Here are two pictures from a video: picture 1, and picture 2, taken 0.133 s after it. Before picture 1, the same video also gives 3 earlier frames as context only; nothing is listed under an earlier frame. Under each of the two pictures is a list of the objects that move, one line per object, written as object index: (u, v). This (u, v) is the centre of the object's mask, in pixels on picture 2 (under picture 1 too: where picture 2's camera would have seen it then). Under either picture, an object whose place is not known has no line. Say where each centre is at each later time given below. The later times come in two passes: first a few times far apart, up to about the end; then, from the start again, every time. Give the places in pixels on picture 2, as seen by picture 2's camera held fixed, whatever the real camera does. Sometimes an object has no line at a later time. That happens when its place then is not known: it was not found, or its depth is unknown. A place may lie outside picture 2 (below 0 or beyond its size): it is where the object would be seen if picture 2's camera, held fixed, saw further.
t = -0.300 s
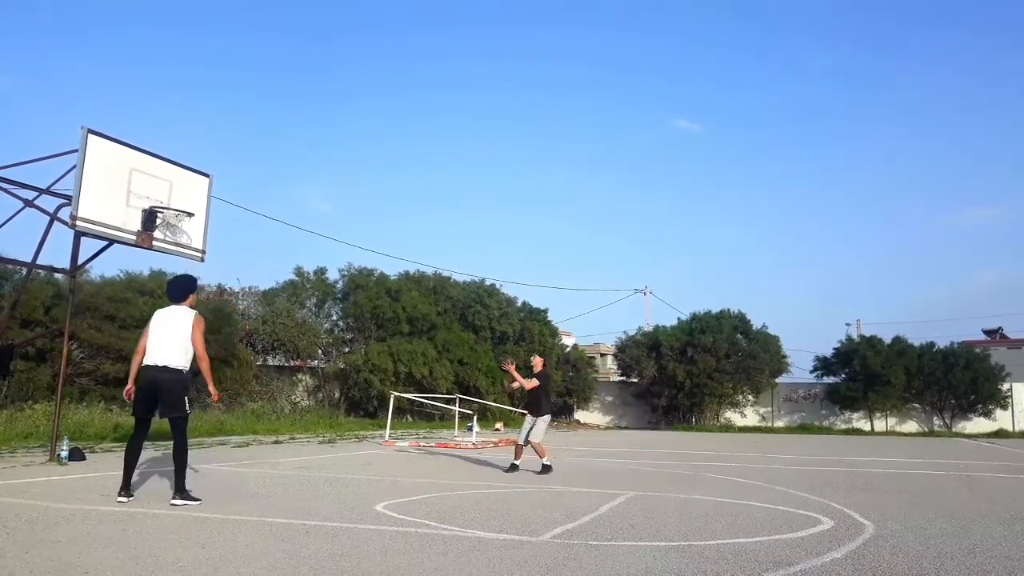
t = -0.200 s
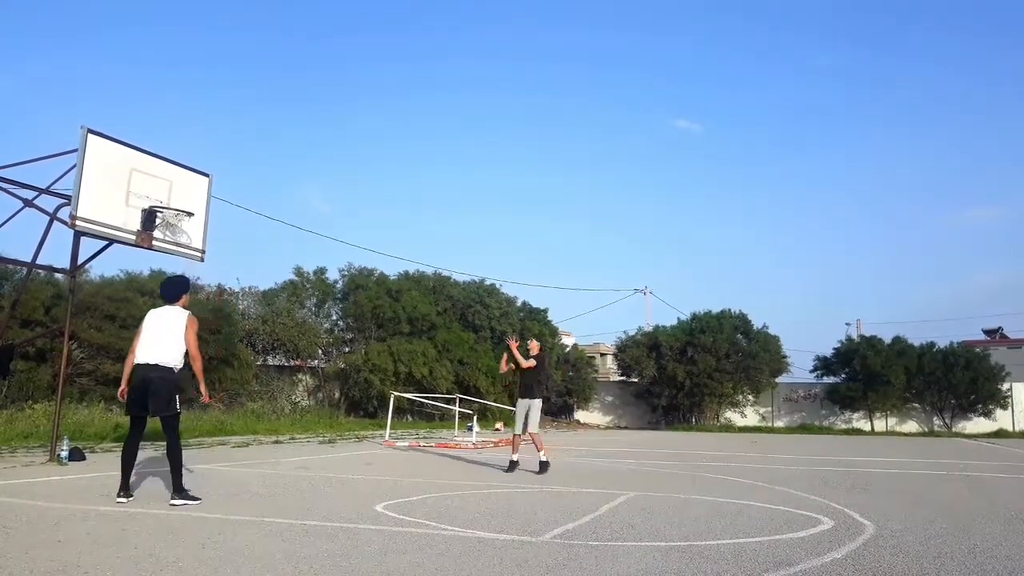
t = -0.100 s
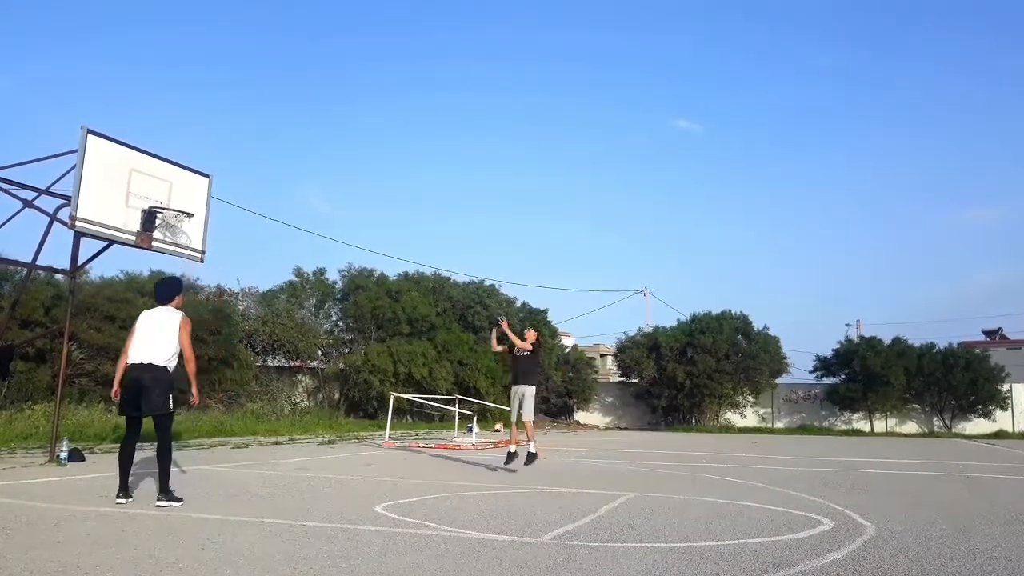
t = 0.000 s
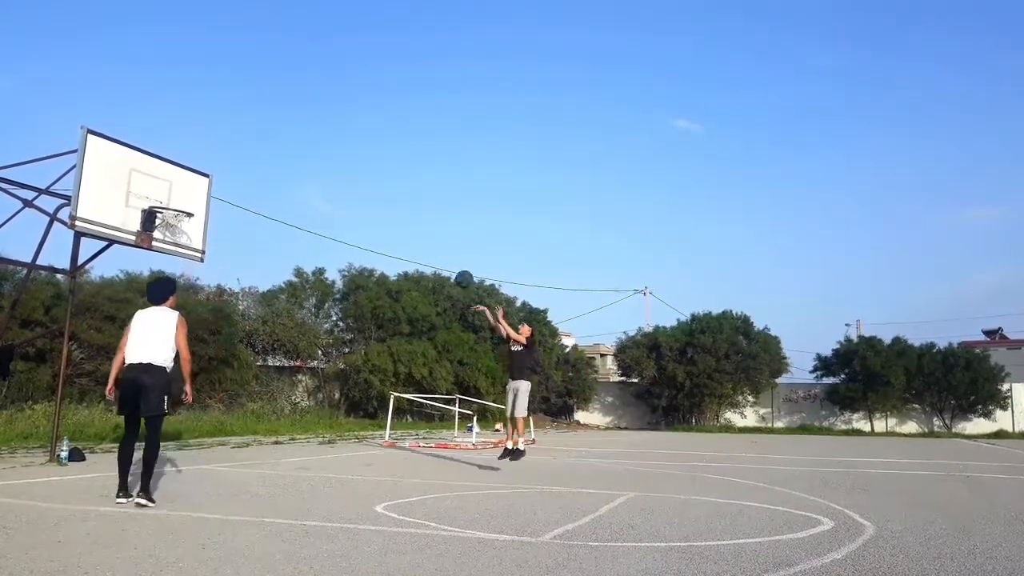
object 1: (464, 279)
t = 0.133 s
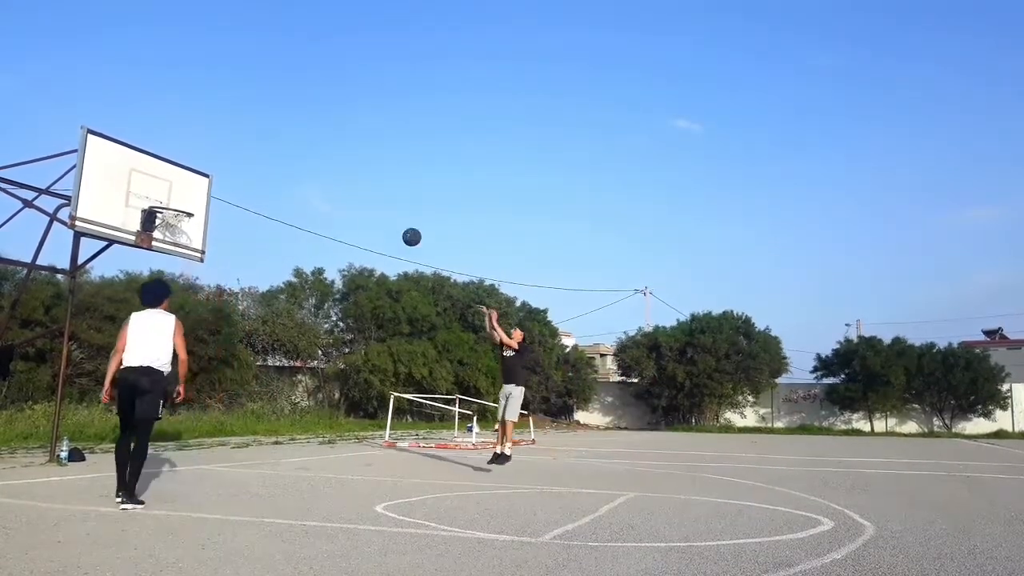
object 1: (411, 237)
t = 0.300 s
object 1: (342, 199)
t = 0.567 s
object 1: (220, 179)
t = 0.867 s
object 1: (175, 196)
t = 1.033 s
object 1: (214, 206)
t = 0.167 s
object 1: (398, 228)
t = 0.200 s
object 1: (384, 220)
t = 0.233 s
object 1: (371, 212)
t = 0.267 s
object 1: (356, 206)
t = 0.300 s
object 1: (342, 199)
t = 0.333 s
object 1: (328, 194)
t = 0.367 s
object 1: (313, 190)
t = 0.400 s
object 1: (298, 186)
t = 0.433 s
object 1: (283, 183)
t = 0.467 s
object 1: (268, 180)
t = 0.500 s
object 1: (252, 179)
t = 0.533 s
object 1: (236, 179)
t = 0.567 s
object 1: (220, 179)
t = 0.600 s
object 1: (203, 180)
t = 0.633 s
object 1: (187, 183)
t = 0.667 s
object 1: (170, 186)
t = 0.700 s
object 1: (164, 189)
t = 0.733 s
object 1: (161, 193)
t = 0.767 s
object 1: (158, 197)
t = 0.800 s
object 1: (159, 200)
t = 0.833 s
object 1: (167, 197)
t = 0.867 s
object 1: (175, 196)
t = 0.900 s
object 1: (183, 196)
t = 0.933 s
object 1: (191, 197)
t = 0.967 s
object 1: (199, 199)
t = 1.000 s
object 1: (207, 202)
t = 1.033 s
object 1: (214, 206)
